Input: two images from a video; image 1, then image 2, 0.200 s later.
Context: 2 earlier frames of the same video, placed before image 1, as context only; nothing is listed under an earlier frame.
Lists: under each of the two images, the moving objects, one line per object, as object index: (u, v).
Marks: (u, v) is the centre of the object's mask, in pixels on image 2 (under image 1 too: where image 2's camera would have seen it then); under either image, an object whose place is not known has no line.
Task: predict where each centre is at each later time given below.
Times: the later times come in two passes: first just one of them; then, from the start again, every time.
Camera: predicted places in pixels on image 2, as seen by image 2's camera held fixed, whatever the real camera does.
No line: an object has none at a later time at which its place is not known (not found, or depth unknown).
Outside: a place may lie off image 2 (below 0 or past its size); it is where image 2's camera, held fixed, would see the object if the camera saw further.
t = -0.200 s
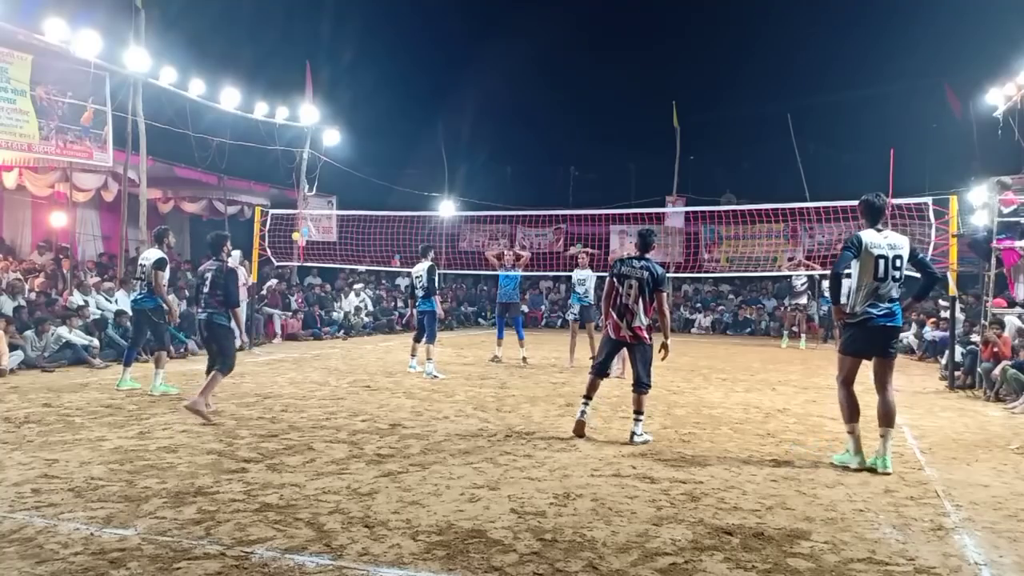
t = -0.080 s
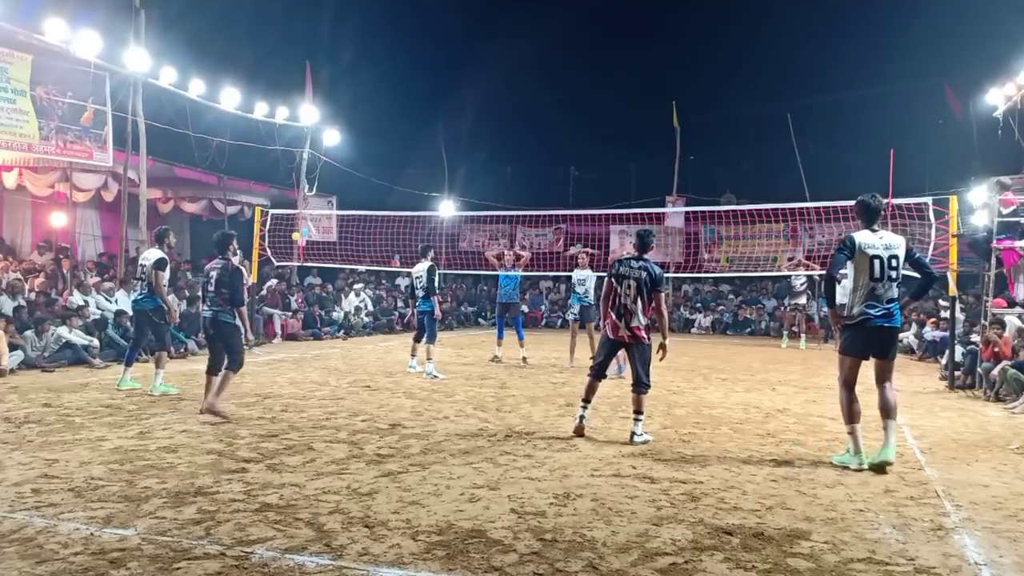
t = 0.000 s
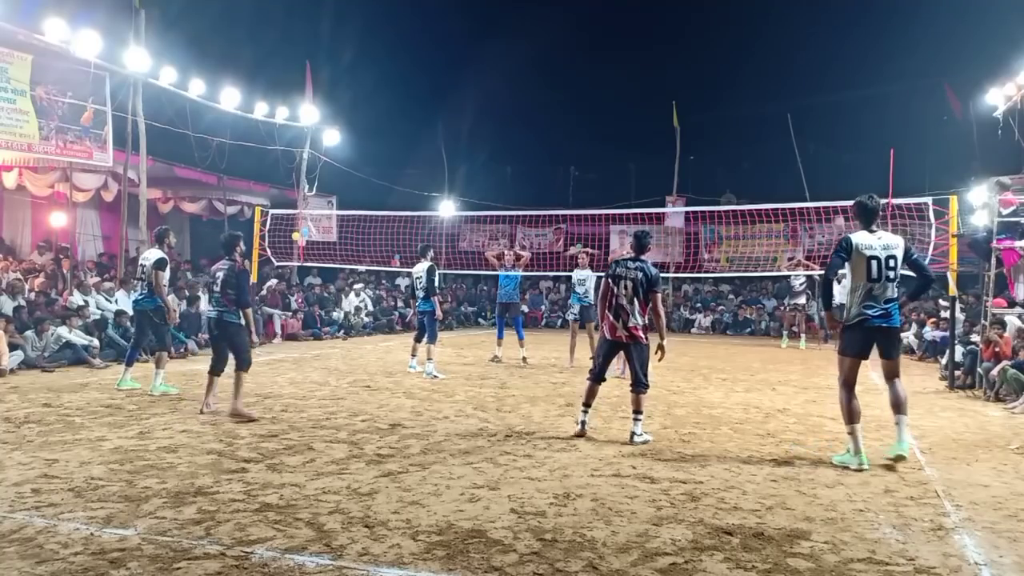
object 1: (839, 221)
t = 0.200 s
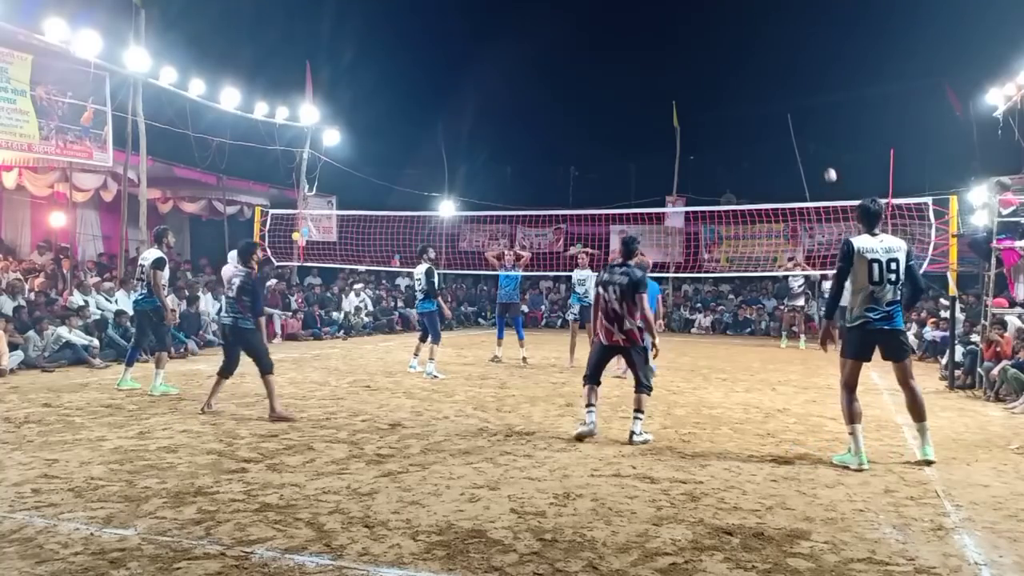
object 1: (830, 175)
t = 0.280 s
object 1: (826, 162)
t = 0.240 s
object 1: (828, 169)
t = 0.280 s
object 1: (826, 162)
